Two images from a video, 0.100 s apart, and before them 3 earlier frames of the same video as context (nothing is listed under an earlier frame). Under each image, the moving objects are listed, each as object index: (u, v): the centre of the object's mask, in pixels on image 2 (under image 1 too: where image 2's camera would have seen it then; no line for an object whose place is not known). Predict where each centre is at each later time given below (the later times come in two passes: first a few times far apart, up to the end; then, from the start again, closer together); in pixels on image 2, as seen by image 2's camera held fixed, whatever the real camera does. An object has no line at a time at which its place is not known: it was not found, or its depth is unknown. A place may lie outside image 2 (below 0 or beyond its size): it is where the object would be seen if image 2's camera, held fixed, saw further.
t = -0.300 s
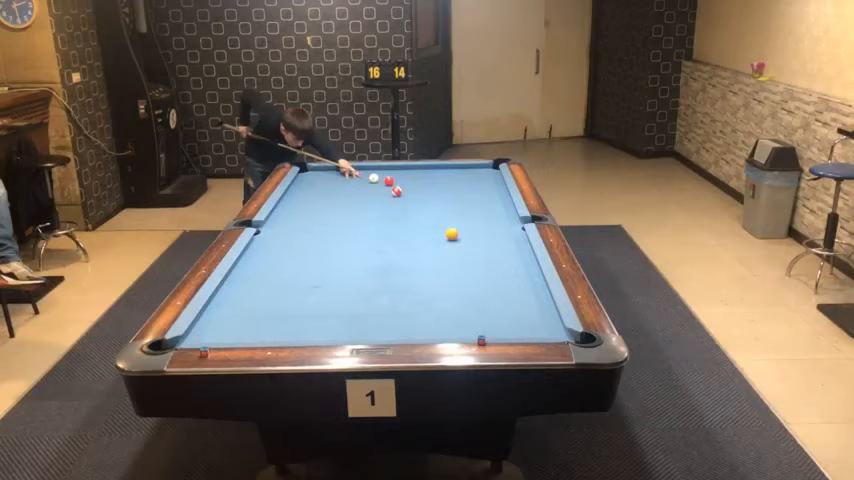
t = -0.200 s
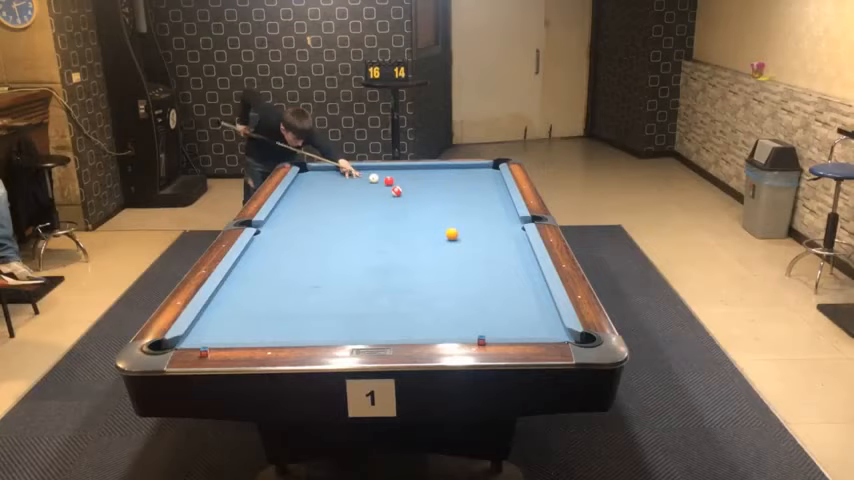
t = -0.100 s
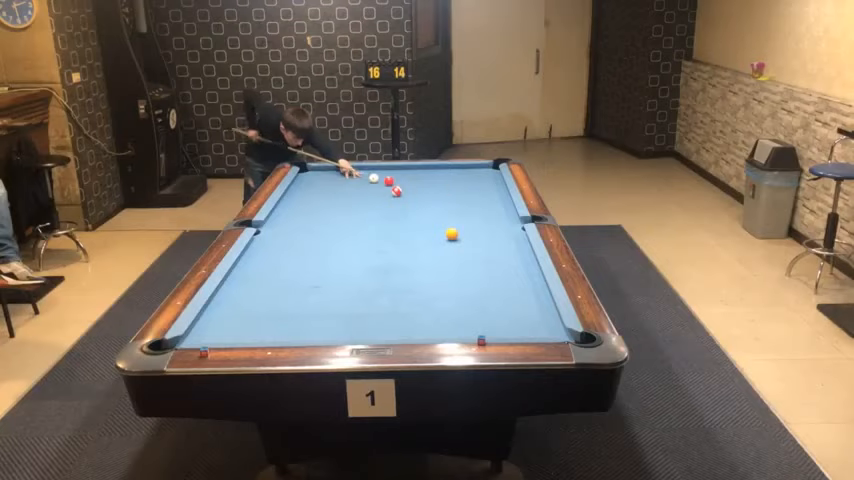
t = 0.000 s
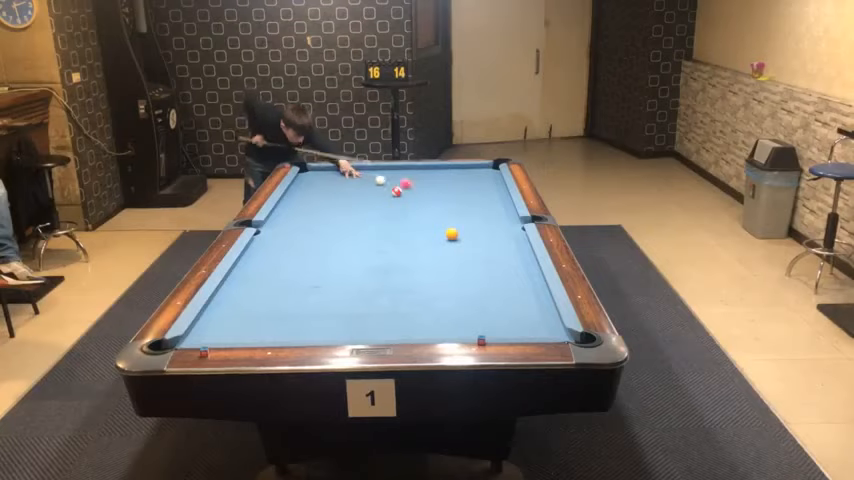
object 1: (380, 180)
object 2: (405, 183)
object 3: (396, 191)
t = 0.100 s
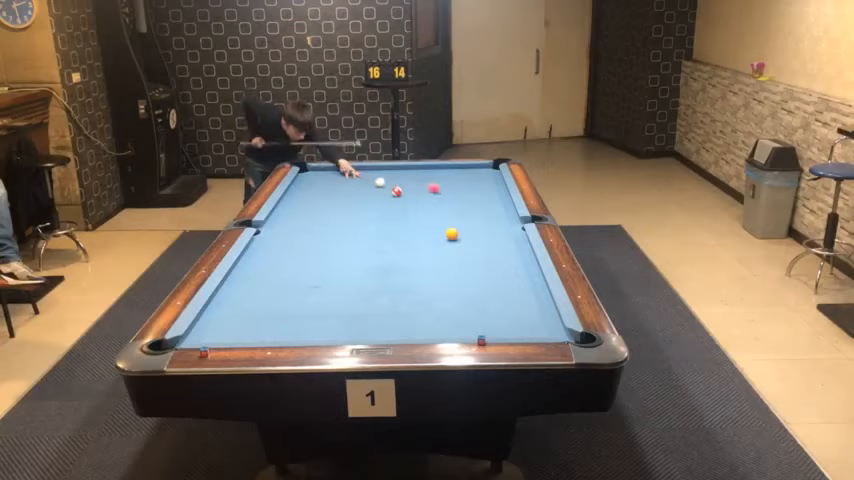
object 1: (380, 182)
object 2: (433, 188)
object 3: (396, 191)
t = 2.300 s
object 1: (371, 201)
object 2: (292, 257)
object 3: (442, 205)
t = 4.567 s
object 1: (369, 202)
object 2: (296, 295)
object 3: (454, 208)
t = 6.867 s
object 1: (369, 202)
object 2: (321, 303)
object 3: (454, 207)
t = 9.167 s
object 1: (369, 203)
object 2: (321, 303)
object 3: (454, 207)
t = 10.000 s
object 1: (369, 203)
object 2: (321, 303)
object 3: (454, 207)
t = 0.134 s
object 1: (380, 183)
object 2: (443, 189)
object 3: (396, 191)
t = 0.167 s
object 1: (381, 184)
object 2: (452, 191)
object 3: (396, 191)
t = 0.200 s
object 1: (382, 184)
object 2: (459, 192)
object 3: (396, 191)
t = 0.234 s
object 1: (383, 185)
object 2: (467, 194)
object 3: (396, 191)
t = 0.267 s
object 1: (384, 185)
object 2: (475, 195)
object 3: (396, 191)
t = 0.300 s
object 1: (385, 186)
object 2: (483, 196)
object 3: (396, 191)
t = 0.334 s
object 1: (385, 186)
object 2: (491, 197)
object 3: (396, 191)
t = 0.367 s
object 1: (386, 187)
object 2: (499, 198)
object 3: (396, 191)
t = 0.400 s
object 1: (387, 188)
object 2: (506, 200)
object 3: (396, 191)
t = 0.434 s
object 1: (387, 188)
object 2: (503, 201)
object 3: (396, 191)
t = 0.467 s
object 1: (387, 188)
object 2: (499, 202)
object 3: (397, 191)
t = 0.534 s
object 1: (388, 190)
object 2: (492, 203)
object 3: (399, 192)
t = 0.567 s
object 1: (388, 190)
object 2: (489, 204)
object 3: (400, 192)
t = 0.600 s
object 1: (387, 191)
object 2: (486, 205)
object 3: (401, 192)
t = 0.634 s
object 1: (387, 191)
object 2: (482, 206)
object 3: (402, 193)
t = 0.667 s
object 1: (387, 191)
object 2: (479, 207)
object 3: (403, 193)
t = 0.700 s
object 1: (386, 191)
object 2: (475, 208)
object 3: (404, 193)
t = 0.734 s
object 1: (385, 192)
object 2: (472, 209)
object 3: (405, 193)
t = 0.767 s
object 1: (385, 192)
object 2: (468, 210)
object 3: (406, 194)
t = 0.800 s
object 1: (384, 193)
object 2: (465, 211)
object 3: (407, 194)
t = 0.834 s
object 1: (384, 193)
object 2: (461, 212)
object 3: (408, 194)
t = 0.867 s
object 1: (383, 193)
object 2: (458, 213)
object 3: (409, 195)
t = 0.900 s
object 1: (383, 193)
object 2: (454, 214)
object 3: (410, 195)
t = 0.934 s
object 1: (383, 193)
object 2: (451, 215)
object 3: (410, 195)
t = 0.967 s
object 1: (382, 194)
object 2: (447, 216)
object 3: (411, 196)
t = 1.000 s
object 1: (382, 194)
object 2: (443, 217)
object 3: (412, 196)
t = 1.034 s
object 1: (381, 194)
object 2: (440, 218)
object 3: (413, 196)
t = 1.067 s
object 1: (381, 195)
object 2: (436, 219)
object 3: (414, 196)
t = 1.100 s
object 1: (380, 195)
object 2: (433, 220)
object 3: (415, 197)
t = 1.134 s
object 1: (380, 194)
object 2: (429, 221)
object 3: (415, 197)
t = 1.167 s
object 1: (380, 195)
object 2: (425, 222)
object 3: (416, 197)
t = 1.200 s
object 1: (380, 195)
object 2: (422, 222)
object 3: (417, 198)
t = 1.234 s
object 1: (379, 195)
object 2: (418, 223)
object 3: (418, 198)
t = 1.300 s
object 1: (379, 196)
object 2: (411, 226)
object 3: (420, 198)
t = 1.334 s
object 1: (378, 196)
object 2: (407, 227)
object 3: (421, 198)
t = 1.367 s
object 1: (378, 197)
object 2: (403, 228)
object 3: (422, 198)
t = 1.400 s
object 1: (378, 197)
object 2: (400, 229)
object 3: (423, 199)
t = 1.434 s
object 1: (377, 198)
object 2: (396, 230)
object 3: (424, 199)
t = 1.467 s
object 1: (377, 198)
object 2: (392, 231)
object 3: (424, 199)
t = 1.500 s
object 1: (376, 198)
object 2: (388, 232)
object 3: (425, 199)
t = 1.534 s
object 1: (376, 198)
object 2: (384, 233)
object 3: (426, 199)
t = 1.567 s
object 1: (376, 198)
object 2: (381, 234)
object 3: (427, 200)
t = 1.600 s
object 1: (376, 198)
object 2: (377, 235)
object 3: (428, 200)
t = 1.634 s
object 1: (375, 198)
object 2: (373, 236)
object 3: (428, 200)
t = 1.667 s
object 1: (375, 199)
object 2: (369, 237)
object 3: (429, 200)
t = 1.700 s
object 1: (375, 199)
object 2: (365, 238)
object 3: (430, 201)
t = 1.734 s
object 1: (375, 199)
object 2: (361, 239)
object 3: (431, 201)
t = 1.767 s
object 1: (374, 199)
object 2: (357, 240)
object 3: (431, 201)
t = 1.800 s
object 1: (374, 199)
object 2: (353, 241)
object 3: (432, 202)
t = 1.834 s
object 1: (374, 199)
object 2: (349, 242)
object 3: (433, 202)
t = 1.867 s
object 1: (374, 199)
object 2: (345, 243)
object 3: (433, 202)
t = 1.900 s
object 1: (373, 199)
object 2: (341, 244)
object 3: (434, 202)
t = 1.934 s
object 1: (373, 199)
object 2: (338, 246)
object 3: (435, 202)
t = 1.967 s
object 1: (373, 200)
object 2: (334, 246)
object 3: (435, 202)
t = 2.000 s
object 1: (373, 200)
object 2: (329, 248)
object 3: (436, 203)
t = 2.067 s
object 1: (373, 200)
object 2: (321, 250)
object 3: (437, 203)
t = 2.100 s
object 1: (372, 200)
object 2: (317, 251)
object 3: (438, 203)
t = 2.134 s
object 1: (372, 201)
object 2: (313, 253)
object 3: (438, 203)
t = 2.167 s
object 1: (372, 201)
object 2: (309, 253)
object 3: (439, 203)
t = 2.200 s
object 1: (371, 201)
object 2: (305, 254)
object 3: (439, 204)
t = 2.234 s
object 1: (371, 201)
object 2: (301, 255)
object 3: (440, 204)
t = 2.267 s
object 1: (371, 201)
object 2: (296, 256)
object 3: (441, 204)
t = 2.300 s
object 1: (371, 201)
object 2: (292, 257)
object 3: (442, 205)
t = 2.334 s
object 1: (371, 201)
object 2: (288, 259)
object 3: (442, 204)
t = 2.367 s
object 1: (371, 201)
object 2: (284, 260)
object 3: (442, 205)
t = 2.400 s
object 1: (370, 202)
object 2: (280, 261)
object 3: (443, 205)
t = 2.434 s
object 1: (370, 201)
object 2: (276, 262)
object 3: (444, 205)
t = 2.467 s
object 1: (370, 202)
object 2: (271, 263)
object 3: (444, 205)
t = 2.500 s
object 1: (370, 202)
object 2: (267, 264)
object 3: (445, 205)
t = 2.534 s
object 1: (370, 202)
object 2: (263, 266)
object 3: (445, 205)
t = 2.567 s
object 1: (370, 201)
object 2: (258, 267)
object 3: (446, 205)
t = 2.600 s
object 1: (370, 201)
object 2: (254, 268)
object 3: (446, 205)
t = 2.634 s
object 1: (369, 202)
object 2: (249, 269)
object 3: (447, 205)
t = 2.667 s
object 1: (369, 202)
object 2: (245, 271)
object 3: (447, 205)
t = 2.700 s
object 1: (369, 202)
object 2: (241, 272)
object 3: (447, 205)
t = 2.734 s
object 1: (369, 202)
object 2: (236, 273)
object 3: (448, 206)
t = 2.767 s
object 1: (369, 202)
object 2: (233, 274)
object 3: (448, 206)
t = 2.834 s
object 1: (369, 202)
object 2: (235, 275)
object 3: (449, 206)
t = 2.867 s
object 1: (369, 202)
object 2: (237, 275)
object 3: (450, 206)
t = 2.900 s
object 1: (369, 202)
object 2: (239, 276)
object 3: (450, 206)
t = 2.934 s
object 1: (369, 202)
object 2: (240, 276)
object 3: (450, 206)
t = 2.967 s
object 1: (369, 202)
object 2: (241, 277)
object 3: (450, 206)
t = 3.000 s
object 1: (369, 202)
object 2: (243, 277)
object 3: (451, 206)
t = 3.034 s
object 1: (369, 202)
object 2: (244, 278)
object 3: (452, 207)
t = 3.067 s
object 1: (369, 202)
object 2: (245, 278)
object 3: (452, 207)
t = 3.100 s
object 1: (369, 202)
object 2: (247, 279)
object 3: (452, 207)
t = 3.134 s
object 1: (369, 202)
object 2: (248, 279)
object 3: (452, 207)
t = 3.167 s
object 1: (369, 202)
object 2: (250, 280)
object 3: (452, 207)
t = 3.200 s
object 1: (369, 202)
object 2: (251, 280)
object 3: (453, 207)
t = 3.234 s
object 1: (369, 202)
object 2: (252, 281)
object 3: (453, 207)
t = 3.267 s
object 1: (369, 202)
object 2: (253, 281)
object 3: (453, 207)
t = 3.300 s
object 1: (369, 202)
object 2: (255, 281)
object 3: (453, 207)
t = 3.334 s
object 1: (369, 202)
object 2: (256, 282)
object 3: (453, 207)
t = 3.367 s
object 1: (369, 203)
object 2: (258, 282)
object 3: (453, 207)
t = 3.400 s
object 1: (369, 202)
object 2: (259, 283)
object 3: (454, 207)
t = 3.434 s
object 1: (369, 202)
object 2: (260, 283)
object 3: (454, 207)
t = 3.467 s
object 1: (369, 202)
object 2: (261, 283)
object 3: (454, 207)
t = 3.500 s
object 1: (369, 202)
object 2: (262, 283)
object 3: (454, 207)
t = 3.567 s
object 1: (369, 203)
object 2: (265, 284)
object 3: (454, 207)
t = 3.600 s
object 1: (369, 203)
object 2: (266, 285)
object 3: (454, 207)
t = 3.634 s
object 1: (369, 202)
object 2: (267, 285)
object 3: (454, 207)
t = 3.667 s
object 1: (369, 202)
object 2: (269, 285)
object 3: (454, 207)
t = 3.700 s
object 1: (369, 202)
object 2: (270, 286)
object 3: (454, 207)
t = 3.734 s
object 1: (369, 202)
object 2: (271, 286)
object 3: (455, 207)
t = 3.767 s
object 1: (369, 202)
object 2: (272, 287)
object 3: (455, 207)
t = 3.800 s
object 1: (369, 202)
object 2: (273, 287)
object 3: (455, 207)
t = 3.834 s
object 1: (369, 202)
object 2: (274, 287)
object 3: (454, 207)
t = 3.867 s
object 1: (369, 202)
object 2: (275, 288)
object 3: (454, 207)
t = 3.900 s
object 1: (369, 202)
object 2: (276, 288)
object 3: (454, 208)
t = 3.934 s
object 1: (369, 202)
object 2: (277, 289)
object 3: (454, 207)
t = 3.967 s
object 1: (369, 203)
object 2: (279, 289)
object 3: (454, 208)
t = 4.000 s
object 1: (369, 203)
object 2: (280, 290)
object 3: (454, 207)
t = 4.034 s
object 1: (369, 202)
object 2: (281, 290)
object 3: (455, 207)
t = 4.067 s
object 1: (369, 202)
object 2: (282, 290)
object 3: (455, 207)
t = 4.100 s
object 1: (369, 203)
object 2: (283, 290)
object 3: (455, 207)
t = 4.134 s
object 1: (369, 203)
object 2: (284, 291)
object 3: (454, 207)
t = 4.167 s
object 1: (369, 203)
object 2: (285, 291)
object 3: (455, 207)
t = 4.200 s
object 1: (369, 203)
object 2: (286, 291)
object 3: (454, 207)
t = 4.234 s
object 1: (369, 202)
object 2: (287, 291)
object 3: (454, 208)
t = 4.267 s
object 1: (369, 202)
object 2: (288, 292)
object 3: (454, 208)
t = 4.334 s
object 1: (369, 202)
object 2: (290, 292)
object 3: (455, 207)
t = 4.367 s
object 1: (369, 202)
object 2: (291, 293)
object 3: (454, 207)
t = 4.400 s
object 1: (369, 202)
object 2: (292, 293)
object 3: (454, 207)
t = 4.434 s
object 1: (369, 202)
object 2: (292, 294)
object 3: (454, 207)
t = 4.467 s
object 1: (369, 203)
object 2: (293, 294)
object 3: (454, 208)
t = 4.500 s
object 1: (369, 202)
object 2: (294, 294)
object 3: (454, 208)
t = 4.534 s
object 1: (369, 202)
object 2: (295, 295)
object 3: (454, 208)
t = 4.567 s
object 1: (369, 202)
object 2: (296, 295)
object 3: (454, 208)
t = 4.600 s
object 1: (369, 202)
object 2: (297, 295)
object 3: (454, 207)
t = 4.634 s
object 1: (369, 202)
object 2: (298, 295)
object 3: (454, 208)
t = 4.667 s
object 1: (369, 202)
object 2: (299, 295)
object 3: (454, 208)
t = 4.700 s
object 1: (369, 202)
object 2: (299, 296)
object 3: (454, 208)
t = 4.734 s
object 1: (369, 202)
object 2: (300, 296)
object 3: (454, 207)
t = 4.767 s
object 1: (369, 202)
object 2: (301, 296)
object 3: (454, 207)
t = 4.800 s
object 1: (369, 202)
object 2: (302, 296)
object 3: (454, 207)
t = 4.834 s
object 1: (369, 202)
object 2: (302, 297)
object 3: (454, 207)
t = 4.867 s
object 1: (369, 203)
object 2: (303, 297)
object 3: (454, 207)
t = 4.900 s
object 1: (369, 203)
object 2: (304, 297)
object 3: (454, 207)
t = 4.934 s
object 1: (369, 203)
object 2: (305, 298)
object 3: (454, 207)
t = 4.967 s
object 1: (369, 202)
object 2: (306, 298)
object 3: (454, 207)
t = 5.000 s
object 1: (369, 202)
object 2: (306, 298)
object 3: (454, 207)
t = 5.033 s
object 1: (369, 202)
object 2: (307, 298)
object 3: (454, 207)
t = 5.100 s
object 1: (369, 202)
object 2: (308, 298)
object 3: (454, 207)
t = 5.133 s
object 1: (369, 202)
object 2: (309, 299)
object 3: (454, 207)
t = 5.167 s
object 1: (369, 203)
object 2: (309, 299)
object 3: (454, 207)
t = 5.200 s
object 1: (369, 202)
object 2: (310, 299)
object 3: (454, 207)
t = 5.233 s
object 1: (369, 202)
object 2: (311, 299)
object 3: (454, 207)
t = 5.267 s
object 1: (369, 202)
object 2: (311, 299)
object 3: (454, 207)
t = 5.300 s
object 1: (369, 202)
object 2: (312, 300)
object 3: (454, 208)
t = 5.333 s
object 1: (369, 202)
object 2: (312, 300)
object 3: (454, 207)
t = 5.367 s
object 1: (369, 202)
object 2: (312, 300)
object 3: (454, 207)
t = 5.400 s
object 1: (369, 202)
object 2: (313, 300)
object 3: (454, 207)
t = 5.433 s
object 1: (369, 202)
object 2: (313, 300)
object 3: (454, 207)
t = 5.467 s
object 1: (369, 202)
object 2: (314, 301)
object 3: (454, 208)
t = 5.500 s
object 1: (369, 202)
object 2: (314, 301)
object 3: (454, 207)
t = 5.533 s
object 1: (369, 202)
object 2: (315, 301)
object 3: (454, 207)
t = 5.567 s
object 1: (369, 202)
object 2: (315, 301)
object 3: (454, 207)
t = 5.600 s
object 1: (369, 202)
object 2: (316, 301)
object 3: (454, 207)
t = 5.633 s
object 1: (369, 202)
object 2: (316, 301)
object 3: (454, 207)
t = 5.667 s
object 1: (369, 202)
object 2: (317, 301)
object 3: (454, 207)
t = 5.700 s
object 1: (369, 202)
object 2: (317, 301)
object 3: (454, 207)
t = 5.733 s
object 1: (369, 202)
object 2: (317, 301)
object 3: (454, 207)
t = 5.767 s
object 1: (369, 202)
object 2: (318, 302)
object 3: (454, 207)
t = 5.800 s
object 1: (369, 202)
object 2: (318, 302)
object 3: (454, 207)
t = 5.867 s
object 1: (369, 202)
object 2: (319, 302)
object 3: (454, 207)
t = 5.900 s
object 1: (369, 202)
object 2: (319, 302)
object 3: (454, 207)
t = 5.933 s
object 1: (369, 202)
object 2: (319, 302)
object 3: (454, 207)
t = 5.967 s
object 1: (369, 202)
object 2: (319, 302)
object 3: (454, 207)
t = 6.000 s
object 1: (369, 202)
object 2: (320, 302)
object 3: (454, 207)
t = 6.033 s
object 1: (369, 202)
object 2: (320, 302)
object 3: (454, 207)
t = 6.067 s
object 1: (369, 202)
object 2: (320, 302)
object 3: (454, 207)
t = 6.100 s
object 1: (369, 202)
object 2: (320, 302)
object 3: (454, 207)
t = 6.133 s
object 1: (369, 202)
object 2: (321, 303)
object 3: (454, 207)
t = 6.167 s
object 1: (369, 202)
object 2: (321, 303)
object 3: (454, 207)
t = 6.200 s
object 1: (369, 202)
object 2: (321, 303)
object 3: (454, 207)
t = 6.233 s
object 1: (369, 202)
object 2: (321, 303)
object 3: (454, 207)
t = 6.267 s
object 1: (369, 202)
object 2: (321, 302)
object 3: (454, 207)
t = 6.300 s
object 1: (369, 202)
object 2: (321, 303)
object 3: (454, 207)
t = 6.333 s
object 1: (369, 202)
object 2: (321, 303)
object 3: (454, 207)
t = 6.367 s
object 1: (369, 203)
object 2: (321, 303)
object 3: (454, 207)
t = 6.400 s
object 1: (369, 202)
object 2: (321, 303)
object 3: (454, 207)
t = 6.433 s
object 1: (369, 202)
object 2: (321, 303)
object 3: (454, 207)
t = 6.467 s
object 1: (369, 202)
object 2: (321, 303)
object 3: (454, 207)
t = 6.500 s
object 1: (369, 202)
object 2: (321, 303)
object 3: (454, 207)
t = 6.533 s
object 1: (369, 202)
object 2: (321, 303)
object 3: (454, 207)
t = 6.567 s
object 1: (369, 202)
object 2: (321, 303)
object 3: (454, 207)
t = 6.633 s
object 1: (369, 203)
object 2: (321, 303)
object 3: (454, 207)
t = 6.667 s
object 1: (369, 202)
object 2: (321, 303)
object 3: (454, 207)
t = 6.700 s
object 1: (369, 202)
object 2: (321, 303)
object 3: (454, 207)
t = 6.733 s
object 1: (369, 202)
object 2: (321, 303)
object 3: (454, 207)
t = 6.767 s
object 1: (369, 202)
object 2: (321, 303)
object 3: (454, 207)
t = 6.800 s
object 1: (369, 202)
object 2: (321, 303)
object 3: (454, 207)
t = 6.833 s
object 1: (369, 202)
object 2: (321, 303)
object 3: (454, 207)
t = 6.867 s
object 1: (369, 202)
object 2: (321, 303)
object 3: (454, 207)
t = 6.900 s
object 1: (369, 202)
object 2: (321, 303)
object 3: (454, 207)
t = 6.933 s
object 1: (369, 202)
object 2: (321, 303)
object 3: (454, 207)
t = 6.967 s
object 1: (369, 202)
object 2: (321, 303)
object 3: (454, 207)
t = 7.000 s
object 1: (369, 202)
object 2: (321, 303)
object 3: (454, 207)
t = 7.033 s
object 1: (369, 203)
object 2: (321, 303)
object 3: (454, 207)
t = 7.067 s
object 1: (369, 202)
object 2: (321, 303)
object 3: (454, 207)
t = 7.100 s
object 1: (369, 202)
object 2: (321, 303)
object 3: (454, 207)
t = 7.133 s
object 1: (369, 202)
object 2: (321, 303)
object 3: (454, 207)
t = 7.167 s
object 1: (369, 202)
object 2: (321, 303)
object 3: (454, 207)
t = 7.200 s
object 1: (369, 202)
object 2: (321, 303)
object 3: (454, 207)
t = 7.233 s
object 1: (369, 202)
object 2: (321, 303)
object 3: (454, 207)
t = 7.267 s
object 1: (369, 202)
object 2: (321, 303)
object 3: (454, 207)
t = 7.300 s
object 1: (369, 202)
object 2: (321, 303)
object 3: (454, 207)
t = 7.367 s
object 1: (369, 202)
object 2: (321, 303)
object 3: (454, 207)
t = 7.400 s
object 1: (369, 202)
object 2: (321, 303)
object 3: (454, 207)
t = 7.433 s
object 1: (369, 202)
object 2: (321, 303)
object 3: (454, 207)
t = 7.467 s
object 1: (369, 202)
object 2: (321, 303)
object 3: (454, 207)
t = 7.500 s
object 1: (369, 202)
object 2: (321, 303)
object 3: (454, 207)
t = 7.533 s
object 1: (369, 202)
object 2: (321, 303)
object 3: (454, 207)
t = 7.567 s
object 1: (369, 202)
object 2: (321, 303)
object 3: (454, 207)
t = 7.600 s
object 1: (369, 202)
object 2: (321, 303)
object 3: (454, 207)
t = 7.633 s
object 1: (369, 202)
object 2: (321, 303)
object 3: (454, 207)
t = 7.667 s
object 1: (369, 202)
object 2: (321, 303)
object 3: (454, 207)
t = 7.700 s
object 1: (369, 202)
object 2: (321, 303)
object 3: (454, 208)
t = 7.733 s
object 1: (369, 202)
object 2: (321, 303)
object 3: (454, 207)
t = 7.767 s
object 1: (369, 202)
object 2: (321, 303)
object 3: (454, 207)
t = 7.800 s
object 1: (369, 202)
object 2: (321, 303)
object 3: (454, 207)
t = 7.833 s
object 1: (369, 202)
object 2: (321, 303)
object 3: (454, 207)
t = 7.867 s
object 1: (369, 202)
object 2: (321, 303)
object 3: (454, 207)
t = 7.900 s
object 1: (369, 202)
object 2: (321, 303)
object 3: (454, 207)
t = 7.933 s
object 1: (369, 202)
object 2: (321, 303)
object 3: (454, 207)
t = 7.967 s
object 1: (369, 202)
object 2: (321, 303)
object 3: (454, 207)
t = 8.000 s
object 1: (369, 202)
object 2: (321, 303)
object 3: (454, 207)
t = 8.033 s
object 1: (369, 202)
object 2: (321, 303)
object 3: (454, 207)
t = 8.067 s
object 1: (369, 202)
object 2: (321, 303)
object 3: (454, 207)
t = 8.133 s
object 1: (369, 202)
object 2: (321, 303)
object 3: (454, 207)
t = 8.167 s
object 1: (369, 202)
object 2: (321, 303)
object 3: (454, 207)
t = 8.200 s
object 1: (369, 202)
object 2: (321, 303)
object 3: (454, 207)
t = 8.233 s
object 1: (369, 202)
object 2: (321, 303)
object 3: (454, 207)
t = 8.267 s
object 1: (369, 202)
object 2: (321, 303)
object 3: (454, 207)
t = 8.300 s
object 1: (369, 202)
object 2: (321, 303)
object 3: (454, 207)
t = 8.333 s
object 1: (369, 202)
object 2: (321, 303)
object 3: (454, 207)
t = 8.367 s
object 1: (369, 202)
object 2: (321, 303)
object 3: (454, 207)
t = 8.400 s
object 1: (369, 203)
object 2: (321, 303)
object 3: (454, 207)
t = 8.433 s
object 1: (369, 202)
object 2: (321, 303)
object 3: (454, 207)
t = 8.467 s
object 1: (369, 203)
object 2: (321, 303)
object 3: (454, 207)
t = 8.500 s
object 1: (369, 203)
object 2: (321, 303)
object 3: (454, 207)
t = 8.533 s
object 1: (369, 203)
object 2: (321, 303)
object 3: (454, 208)
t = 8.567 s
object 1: (369, 203)
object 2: (321, 303)
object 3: (454, 207)
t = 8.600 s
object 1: (369, 203)
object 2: (321, 303)
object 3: (454, 207)
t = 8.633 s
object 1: (369, 203)
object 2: (321, 303)
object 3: (454, 207)
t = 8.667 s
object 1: (369, 203)
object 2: (321, 303)
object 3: (454, 207)
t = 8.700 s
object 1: (369, 203)
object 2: (321, 303)
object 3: (454, 207)
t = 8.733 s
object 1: (369, 203)
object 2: (321, 303)
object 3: (454, 207)
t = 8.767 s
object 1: (369, 203)
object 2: (321, 303)
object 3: (454, 207)
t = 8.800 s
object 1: (369, 203)
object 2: (321, 303)
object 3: (454, 207)
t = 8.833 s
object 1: (369, 202)
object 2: (321, 303)
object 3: (454, 207)
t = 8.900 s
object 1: (369, 202)
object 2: (321, 303)
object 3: (454, 207)
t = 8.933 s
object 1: (369, 203)
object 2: (321, 303)
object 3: (454, 207)
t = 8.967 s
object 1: (369, 203)
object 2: (321, 303)
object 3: (454, 207)
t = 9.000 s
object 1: (369, 203)
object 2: (321, 303)
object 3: (454, 207)
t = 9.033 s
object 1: (369, 203)
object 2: (321, 303)
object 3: (454, 207)
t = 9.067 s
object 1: (369, 202)
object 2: (321, 303)
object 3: (454, 208)
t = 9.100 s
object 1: (369, 202)
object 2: (321, 303)
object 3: (454, 208)
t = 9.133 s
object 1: (369, 202)
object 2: (321, 303)
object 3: (454, 207)
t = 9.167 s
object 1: (369, 203)
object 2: (321, 303)
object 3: (454, 207)
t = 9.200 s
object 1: (369, 202)
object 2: (321, 303)
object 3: (454, 207)
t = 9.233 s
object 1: (369, 203)
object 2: (321, 303)
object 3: (454, 207)
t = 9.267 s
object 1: (369, 203)
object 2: (321, 303)
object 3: (454, 207)
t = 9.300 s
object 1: (369, 203)
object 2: (321, 303)
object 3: (454, 207)
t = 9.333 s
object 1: (369, 203)
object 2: (321, 303)
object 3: (454, 207)
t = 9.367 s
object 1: (369, 203)
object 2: (321, 303)
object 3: (454, 207)
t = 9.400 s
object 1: (369, 203)
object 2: (321, 303)
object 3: (454, 207)
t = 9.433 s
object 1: (369, 202)
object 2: (321, 303)
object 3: (454, 207)
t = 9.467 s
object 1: (369, 202)
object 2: (321, 303)
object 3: (454, 207)
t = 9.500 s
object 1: (369, 203)
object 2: (321, 303)
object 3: (454, 207)
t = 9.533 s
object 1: (369, 203)
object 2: (321, 303)
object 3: (454, 207)
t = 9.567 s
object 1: (369, 203)
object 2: (321, 303)
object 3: (454, 207)
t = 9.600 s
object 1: (369, 203)
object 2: (321, 303)
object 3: (454, 207)
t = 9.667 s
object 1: (369, 203)
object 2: (321, 303)
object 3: (454, 207)
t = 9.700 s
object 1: (369, 203)
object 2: (321, 303)
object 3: (454, 207)
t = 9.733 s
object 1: (369, 203)
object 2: (321, 303)
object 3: (454, 207)
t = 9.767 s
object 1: (369, 203)
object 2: (321, 303)
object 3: (454, 207)
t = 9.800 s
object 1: (369, 203)
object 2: (321, 303)
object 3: (454, 207)
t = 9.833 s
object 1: (369, 203)
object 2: (321, 303)
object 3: (454, 207)
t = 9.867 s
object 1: (369, 203)
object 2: (321, 303)
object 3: (454, 207)
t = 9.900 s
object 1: (369, 203)
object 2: (321, 303)
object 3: (454, 207)
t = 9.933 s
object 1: (369, 203)
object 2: (321, 303)
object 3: (454, 207)
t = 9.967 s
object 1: (369, 203)
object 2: (321, 303)
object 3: (454, 207)
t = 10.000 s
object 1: (369, 203)
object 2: (321, 303)
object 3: (454, 207)
